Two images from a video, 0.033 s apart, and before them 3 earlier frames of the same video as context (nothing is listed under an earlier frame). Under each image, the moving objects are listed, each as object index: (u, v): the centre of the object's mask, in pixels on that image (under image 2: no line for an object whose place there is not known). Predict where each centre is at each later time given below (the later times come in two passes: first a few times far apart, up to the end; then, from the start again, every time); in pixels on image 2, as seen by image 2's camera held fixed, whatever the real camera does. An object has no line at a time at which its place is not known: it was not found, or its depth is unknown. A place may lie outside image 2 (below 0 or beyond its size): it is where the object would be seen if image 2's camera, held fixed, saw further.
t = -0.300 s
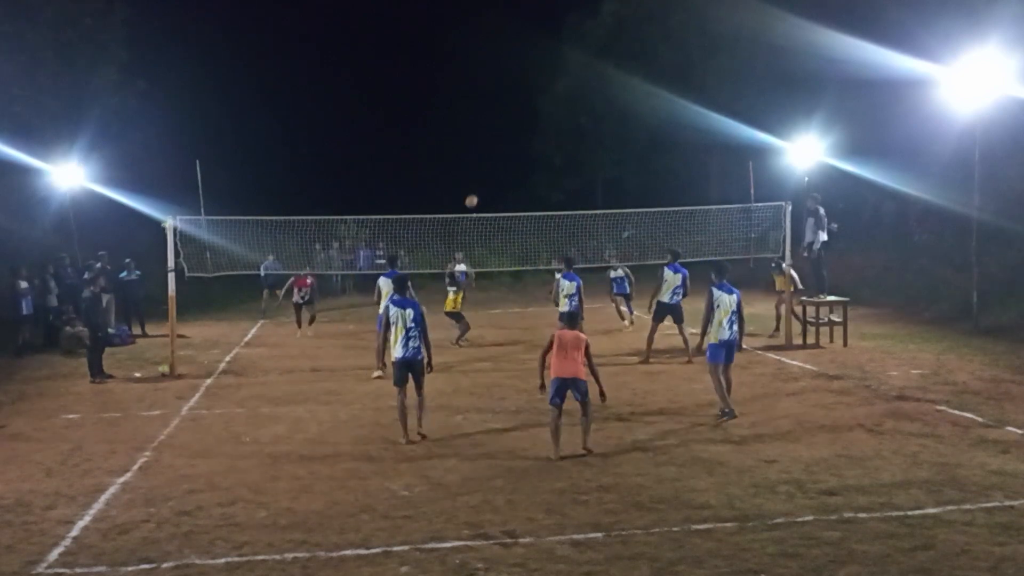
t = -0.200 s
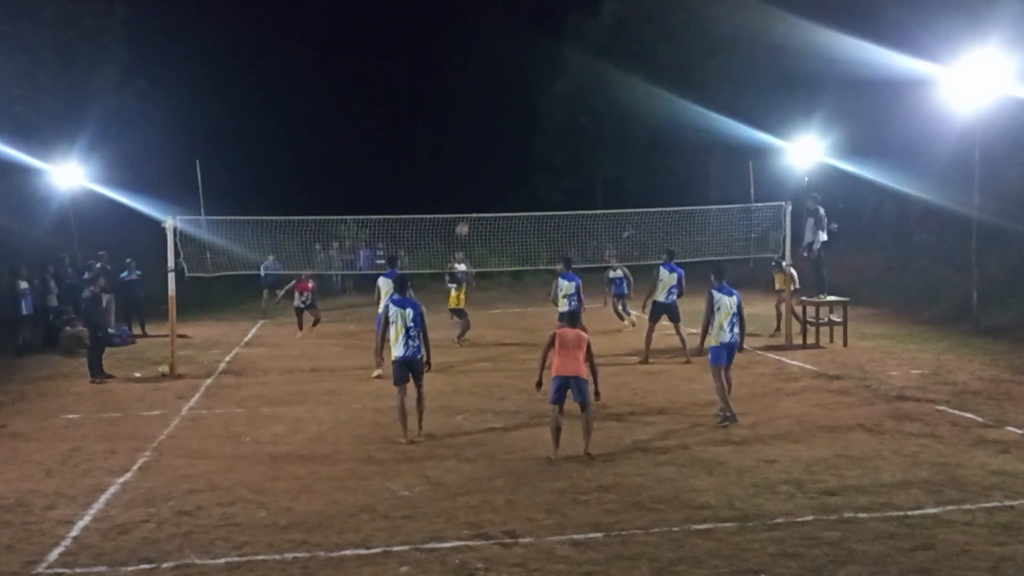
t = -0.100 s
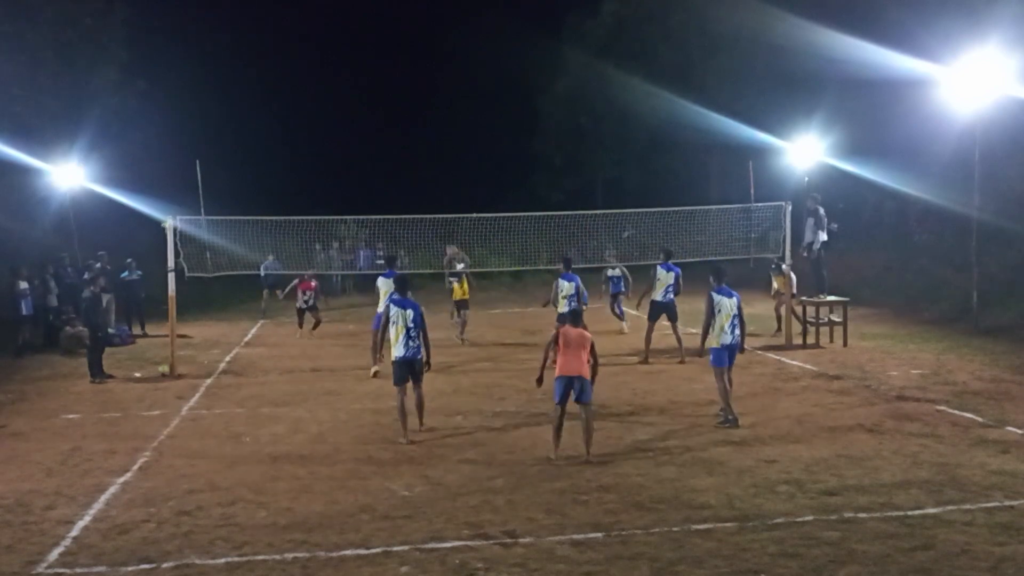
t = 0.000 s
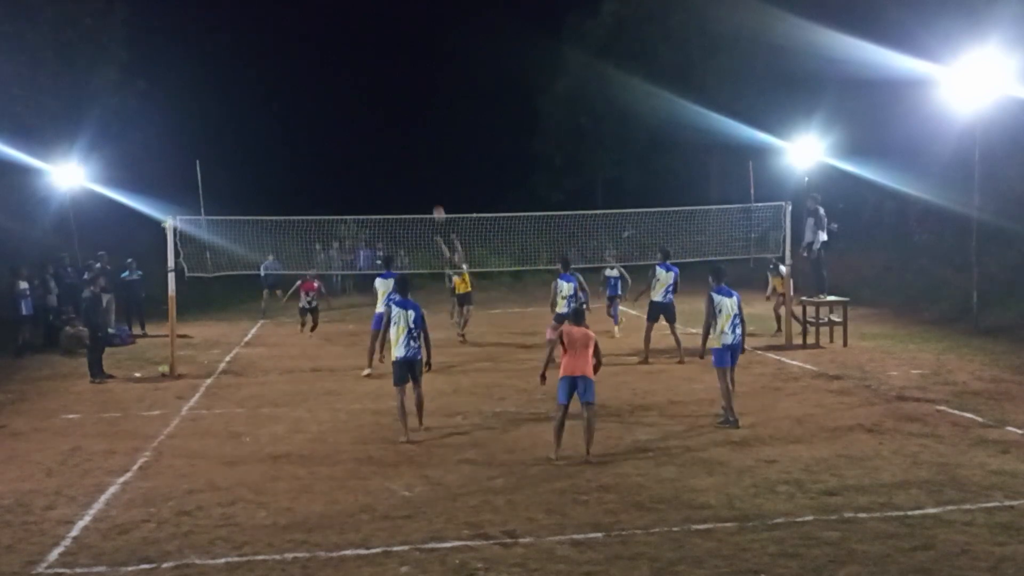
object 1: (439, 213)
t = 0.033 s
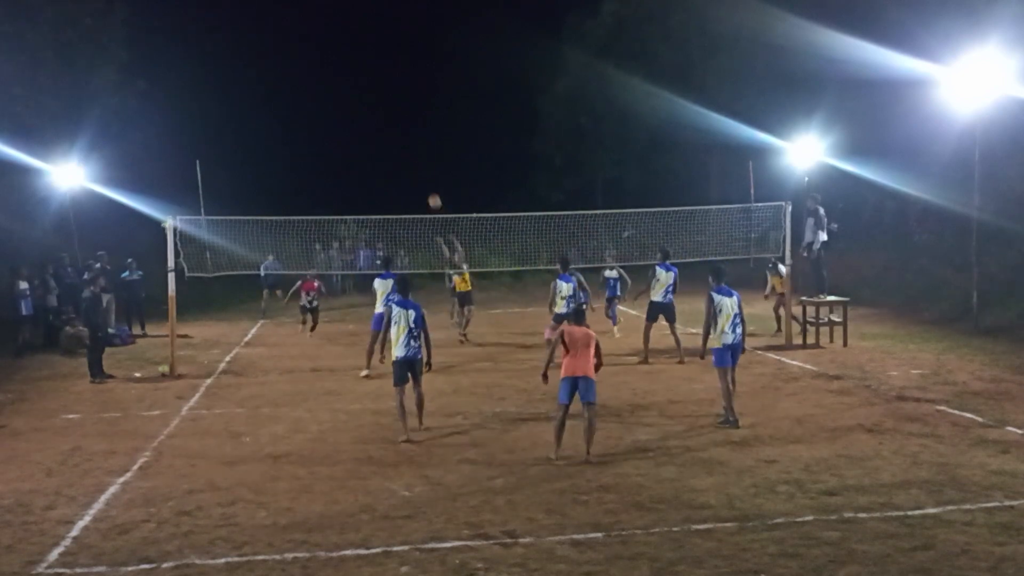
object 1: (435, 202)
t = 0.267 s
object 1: (405, 134)
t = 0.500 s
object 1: (376, 94)
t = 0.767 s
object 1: (344, 86)
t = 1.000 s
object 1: (317, 111)
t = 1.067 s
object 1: (310, 124)
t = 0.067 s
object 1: (430, 190)
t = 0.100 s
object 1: (426, 179)
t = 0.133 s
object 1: (422, 169)
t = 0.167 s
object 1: (418, 159)
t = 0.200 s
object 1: (413, 150)
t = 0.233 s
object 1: (409, 142)
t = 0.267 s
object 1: (405, 134)
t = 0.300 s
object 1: (401, 126)
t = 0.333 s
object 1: (397, 119)
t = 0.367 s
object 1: (393, 113)
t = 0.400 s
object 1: (388, 107)
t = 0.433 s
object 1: (384, 102)
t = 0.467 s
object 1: (380, 98)
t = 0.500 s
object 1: (376, 94)
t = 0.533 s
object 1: (372, 91)
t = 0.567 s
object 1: (368, 88)
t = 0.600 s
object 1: (364, 86)
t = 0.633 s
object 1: (360, 85)
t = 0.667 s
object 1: (356, 84)
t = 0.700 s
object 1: (352, 84)
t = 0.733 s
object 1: (348, 85)
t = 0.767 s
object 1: (344, 86)
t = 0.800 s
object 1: (340, 87)
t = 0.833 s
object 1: (336, 90)
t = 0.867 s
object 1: (332, 93)
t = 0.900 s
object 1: (328, 97)
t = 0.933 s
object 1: (325, 101)
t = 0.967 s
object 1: (321, 106)
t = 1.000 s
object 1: (317, 111)
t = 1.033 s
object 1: (313, 117)
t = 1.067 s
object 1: (310, 124)
